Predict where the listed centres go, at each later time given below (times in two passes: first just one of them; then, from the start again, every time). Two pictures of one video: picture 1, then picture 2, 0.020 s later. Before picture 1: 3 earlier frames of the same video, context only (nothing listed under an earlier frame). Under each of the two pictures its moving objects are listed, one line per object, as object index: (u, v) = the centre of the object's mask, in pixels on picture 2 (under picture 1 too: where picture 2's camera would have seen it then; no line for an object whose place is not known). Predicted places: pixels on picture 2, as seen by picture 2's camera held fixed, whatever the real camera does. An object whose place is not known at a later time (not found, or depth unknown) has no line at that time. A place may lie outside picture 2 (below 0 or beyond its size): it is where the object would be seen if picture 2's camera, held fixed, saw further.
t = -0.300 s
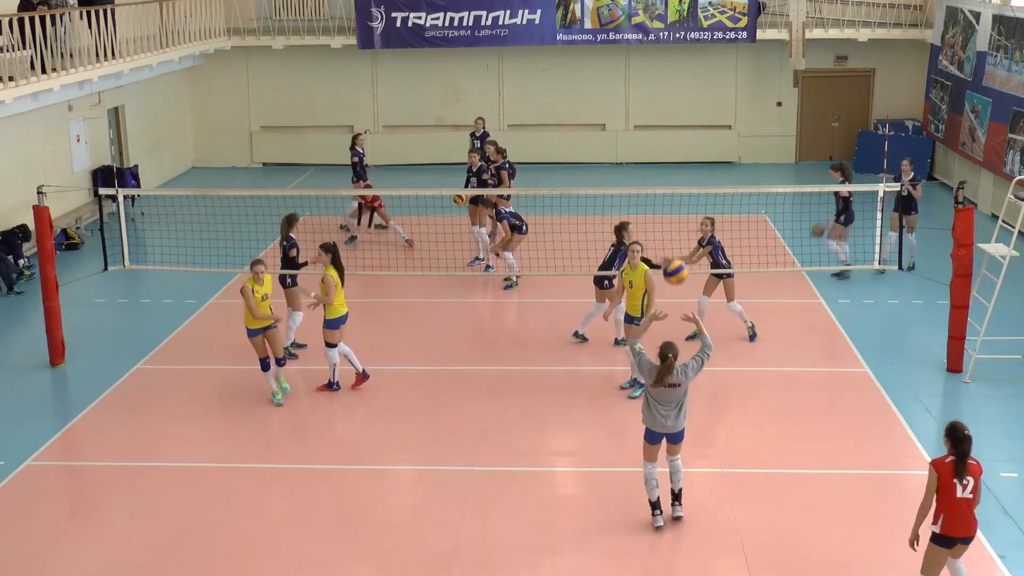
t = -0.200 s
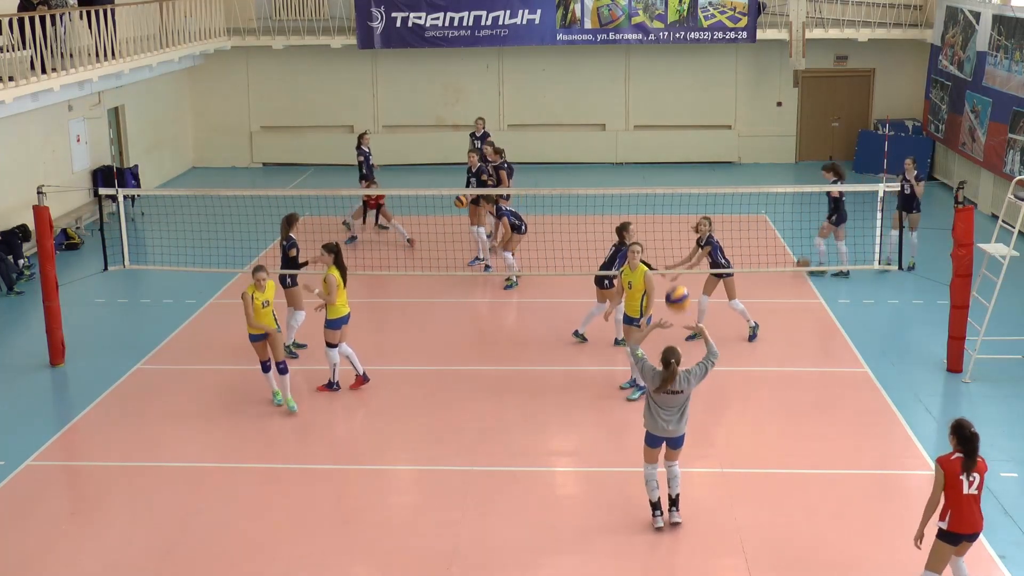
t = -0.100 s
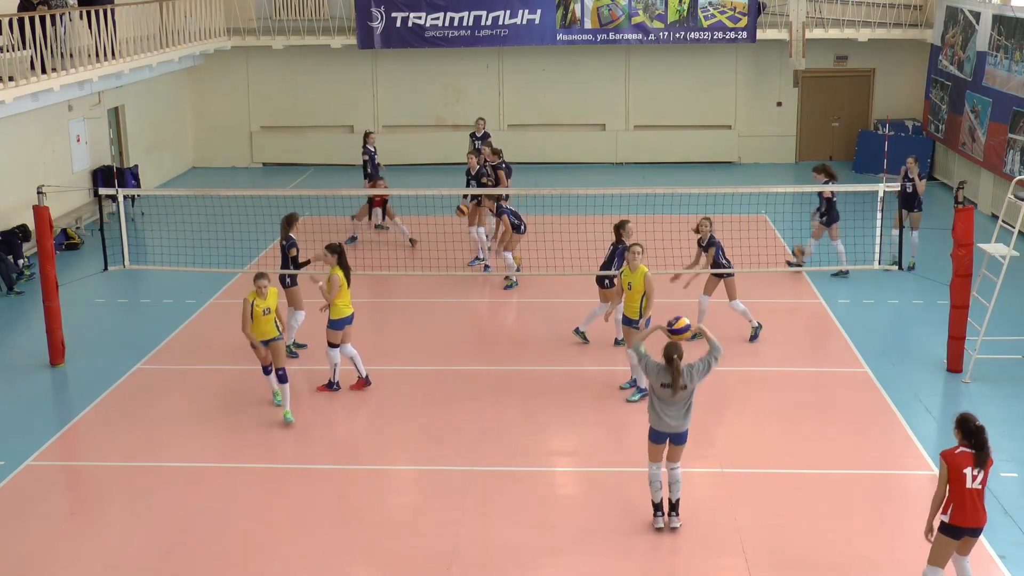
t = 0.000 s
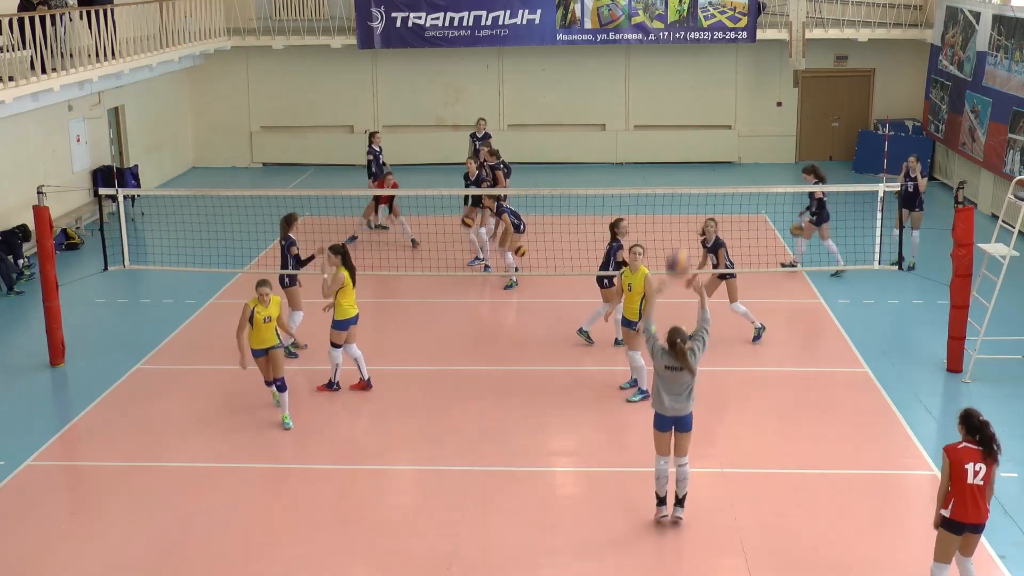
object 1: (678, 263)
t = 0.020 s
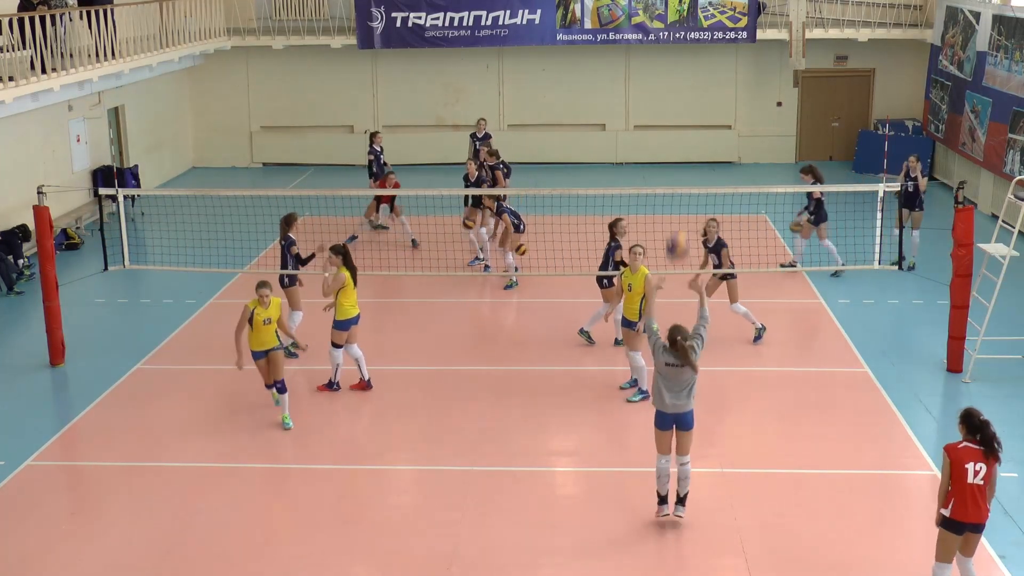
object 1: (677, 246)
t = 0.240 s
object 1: (673, 90)
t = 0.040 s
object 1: (677, 230)
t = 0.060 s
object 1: (677, 212)
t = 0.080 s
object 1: (676, 196)
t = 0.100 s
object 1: (676, 183)
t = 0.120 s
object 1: (676, 168)
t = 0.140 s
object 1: (675, 153)
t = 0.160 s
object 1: (674, 139)
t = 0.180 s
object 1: (674, 125)
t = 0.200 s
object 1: (673, 114)
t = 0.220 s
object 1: (673, 102)
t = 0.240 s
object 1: (673, 90)
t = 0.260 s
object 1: (672, 80)
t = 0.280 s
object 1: (671, 69)
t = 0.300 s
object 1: (671, 60)
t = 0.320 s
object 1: (670, 50)
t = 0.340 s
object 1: (669, 41)
